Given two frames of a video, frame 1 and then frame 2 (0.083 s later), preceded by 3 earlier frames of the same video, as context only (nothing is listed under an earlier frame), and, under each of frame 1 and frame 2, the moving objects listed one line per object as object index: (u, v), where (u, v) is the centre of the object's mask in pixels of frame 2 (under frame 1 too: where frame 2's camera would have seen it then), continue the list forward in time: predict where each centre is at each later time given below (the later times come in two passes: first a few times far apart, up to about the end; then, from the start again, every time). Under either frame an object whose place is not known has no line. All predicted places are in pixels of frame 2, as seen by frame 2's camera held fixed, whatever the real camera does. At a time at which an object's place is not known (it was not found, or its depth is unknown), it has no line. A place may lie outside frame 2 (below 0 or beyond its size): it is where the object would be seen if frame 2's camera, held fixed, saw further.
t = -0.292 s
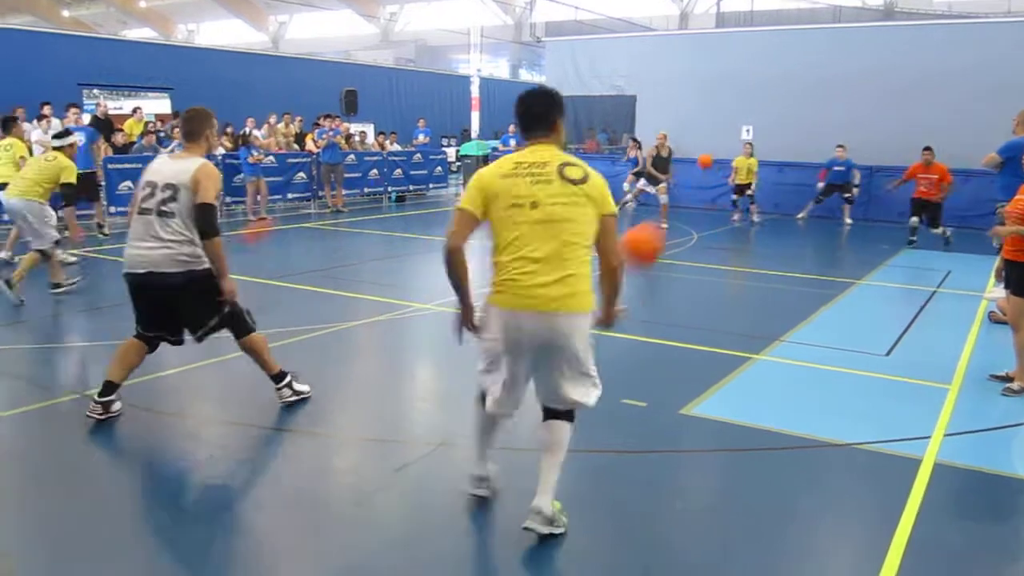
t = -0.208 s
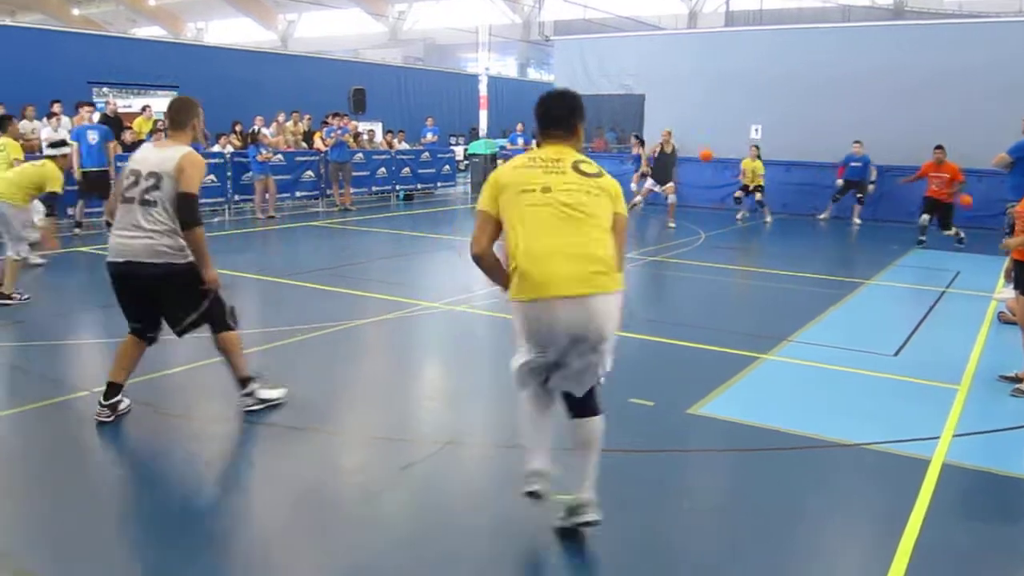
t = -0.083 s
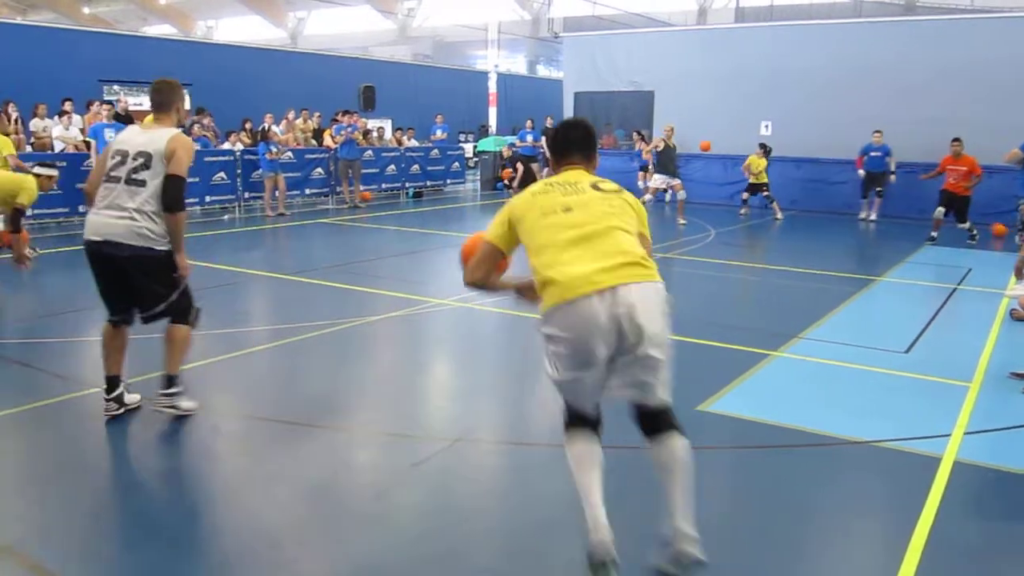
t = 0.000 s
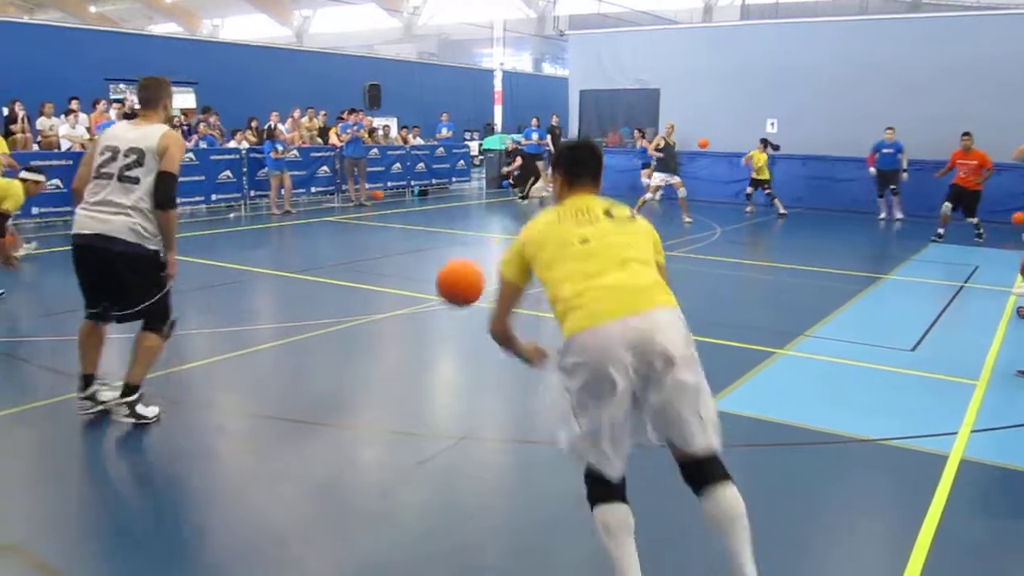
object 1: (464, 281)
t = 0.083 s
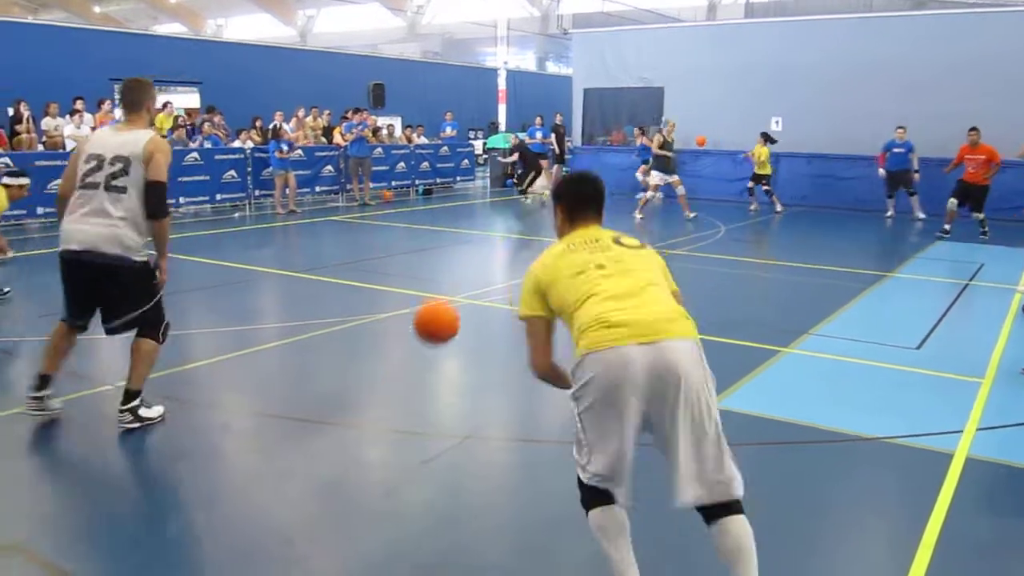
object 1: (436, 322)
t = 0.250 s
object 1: (389, 403)
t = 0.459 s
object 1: (322, 339)
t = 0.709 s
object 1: (250, 364)
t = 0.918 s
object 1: (194, 376)
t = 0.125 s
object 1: (424, 344)
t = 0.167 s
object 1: (412, 369)
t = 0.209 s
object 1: (401, 395)
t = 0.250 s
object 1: (389, 403)
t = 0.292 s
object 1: (375, 384)
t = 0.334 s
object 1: (361, 368)
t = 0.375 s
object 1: (348, 355)
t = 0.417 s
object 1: (335, 345)
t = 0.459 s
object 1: (322, 339)
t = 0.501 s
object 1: (310, 335)
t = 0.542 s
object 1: (297, 335)
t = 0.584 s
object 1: (285, 337)
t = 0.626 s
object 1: (273, 343)
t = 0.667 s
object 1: (261, 352)
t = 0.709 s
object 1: (250, 364)
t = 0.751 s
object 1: (238, 380)
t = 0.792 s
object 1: (227, 397)
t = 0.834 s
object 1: (216, 393)
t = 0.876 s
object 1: (204, 383)
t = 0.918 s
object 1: (194, 376)
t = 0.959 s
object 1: (183, 372)
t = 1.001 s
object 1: (173, 371)
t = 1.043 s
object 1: (163, 372)
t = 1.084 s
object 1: (153, 377)
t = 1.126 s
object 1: (143, 385)
